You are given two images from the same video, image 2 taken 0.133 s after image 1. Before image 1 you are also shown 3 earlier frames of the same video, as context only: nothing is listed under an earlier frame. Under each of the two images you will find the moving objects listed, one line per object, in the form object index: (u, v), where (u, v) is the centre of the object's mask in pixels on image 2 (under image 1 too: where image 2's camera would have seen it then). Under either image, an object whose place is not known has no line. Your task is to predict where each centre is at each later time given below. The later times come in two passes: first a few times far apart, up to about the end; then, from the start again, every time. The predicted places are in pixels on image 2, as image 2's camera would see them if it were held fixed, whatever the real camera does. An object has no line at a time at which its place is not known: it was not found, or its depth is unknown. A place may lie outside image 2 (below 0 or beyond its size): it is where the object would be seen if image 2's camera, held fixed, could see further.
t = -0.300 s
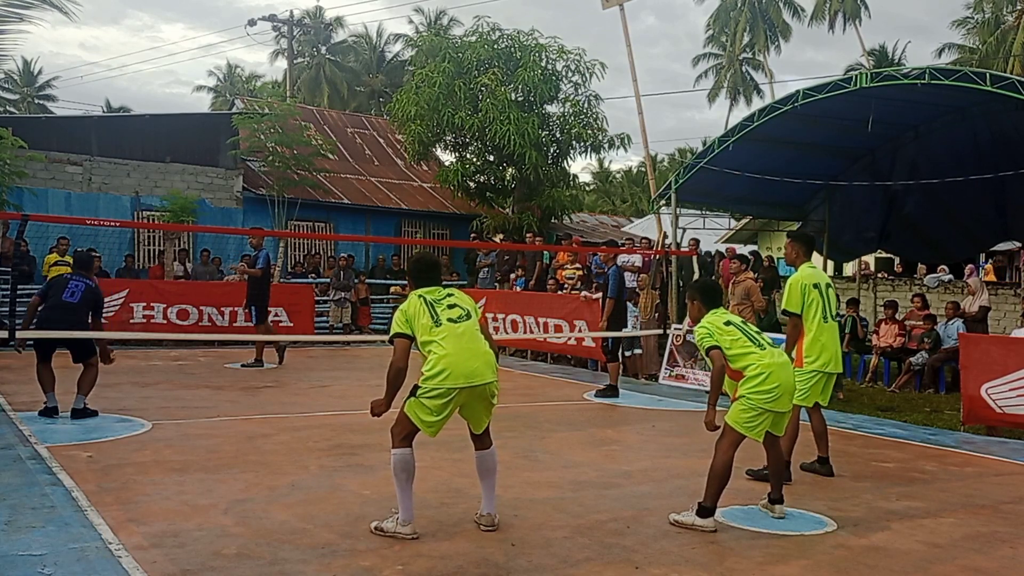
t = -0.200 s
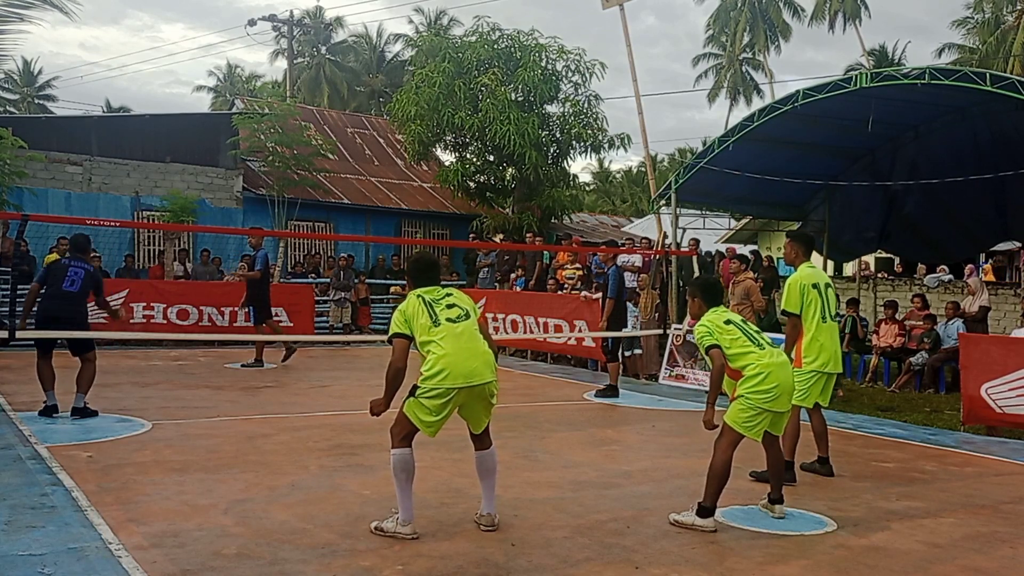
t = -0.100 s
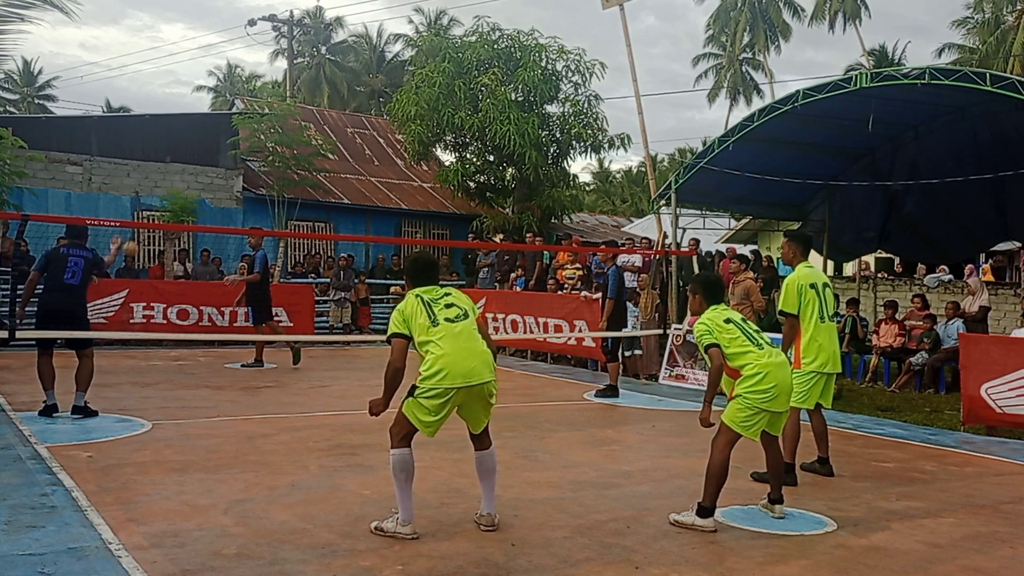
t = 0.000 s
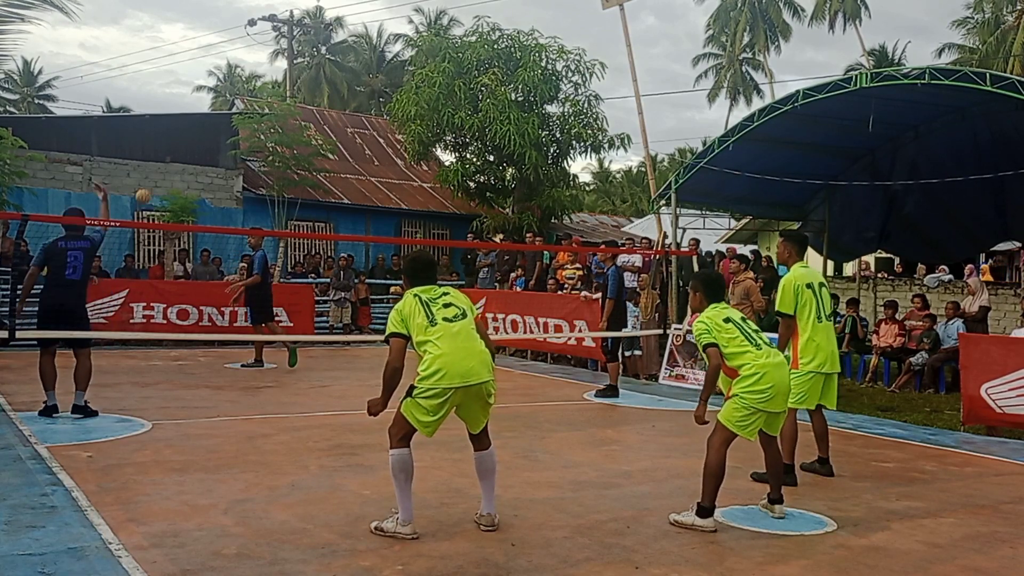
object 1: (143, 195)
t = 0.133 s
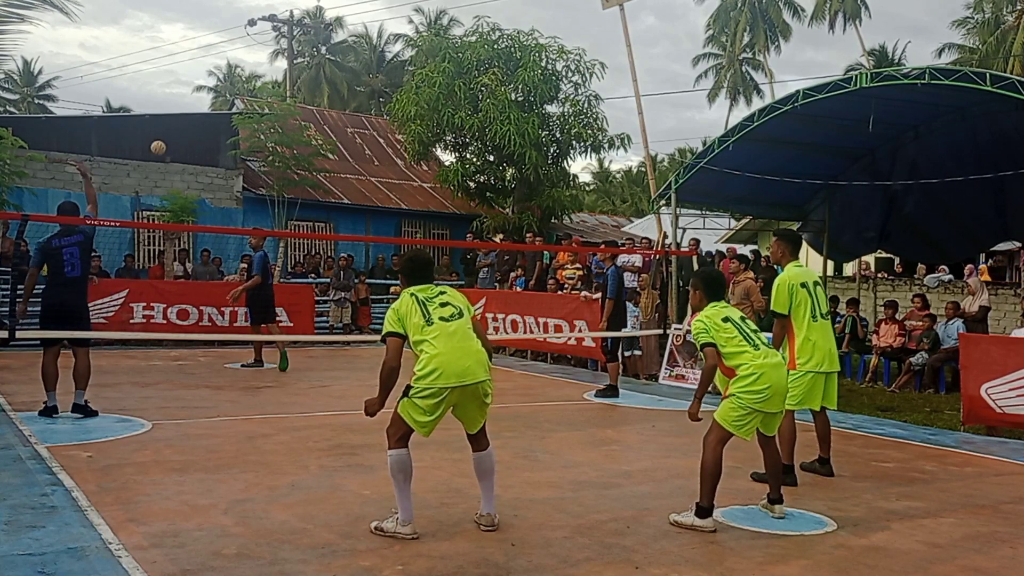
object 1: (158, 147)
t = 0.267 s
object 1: (171, 121)
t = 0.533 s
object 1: (195, 122)
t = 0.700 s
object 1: (207, 155)
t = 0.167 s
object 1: (162, 139)
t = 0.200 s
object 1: (165, 131)
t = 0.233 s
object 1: (168, 125)
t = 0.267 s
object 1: (171, 121)
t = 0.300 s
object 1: (175, 117)
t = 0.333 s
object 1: (178, 115)
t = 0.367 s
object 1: (181, 113)
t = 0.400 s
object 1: (184, 113)
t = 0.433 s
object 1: (187, 114)
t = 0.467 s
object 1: (190, 115)
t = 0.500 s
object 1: (192, 118)
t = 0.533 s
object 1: (195, 122)
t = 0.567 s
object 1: (198, 126)
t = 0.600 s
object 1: (200, 132)
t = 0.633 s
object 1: (202, 139)
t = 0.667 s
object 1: (205, 146)
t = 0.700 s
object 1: (207, 155)
